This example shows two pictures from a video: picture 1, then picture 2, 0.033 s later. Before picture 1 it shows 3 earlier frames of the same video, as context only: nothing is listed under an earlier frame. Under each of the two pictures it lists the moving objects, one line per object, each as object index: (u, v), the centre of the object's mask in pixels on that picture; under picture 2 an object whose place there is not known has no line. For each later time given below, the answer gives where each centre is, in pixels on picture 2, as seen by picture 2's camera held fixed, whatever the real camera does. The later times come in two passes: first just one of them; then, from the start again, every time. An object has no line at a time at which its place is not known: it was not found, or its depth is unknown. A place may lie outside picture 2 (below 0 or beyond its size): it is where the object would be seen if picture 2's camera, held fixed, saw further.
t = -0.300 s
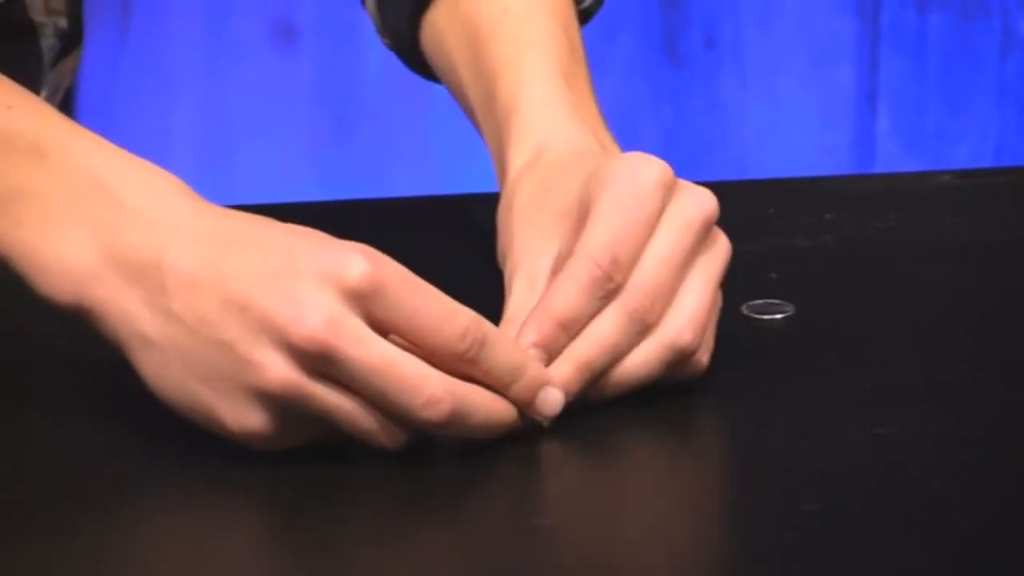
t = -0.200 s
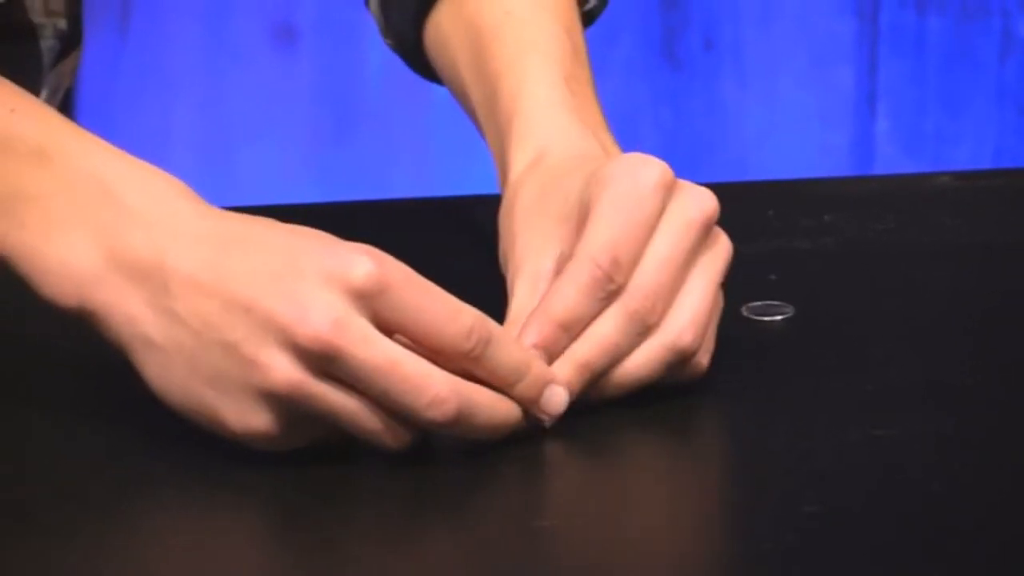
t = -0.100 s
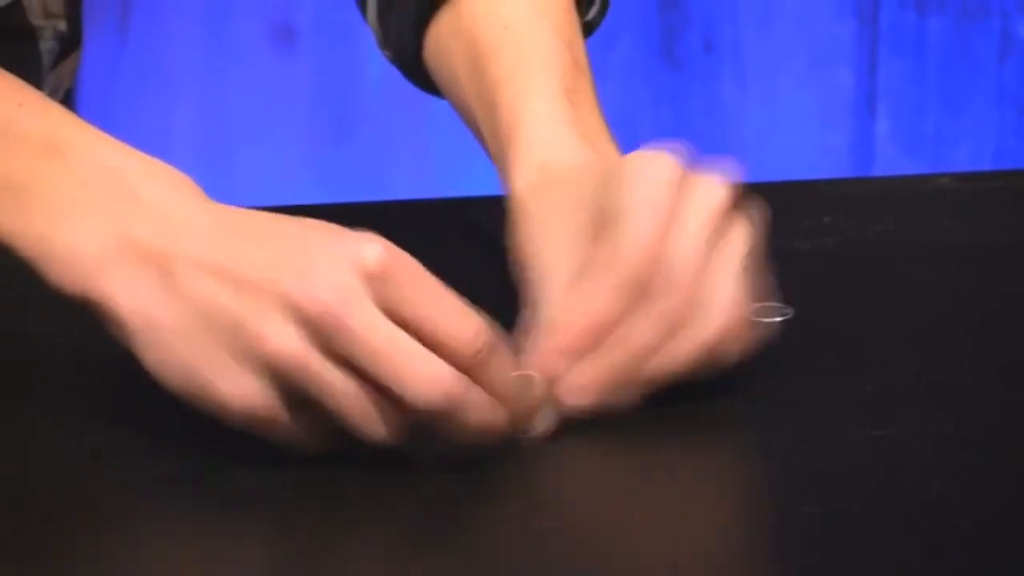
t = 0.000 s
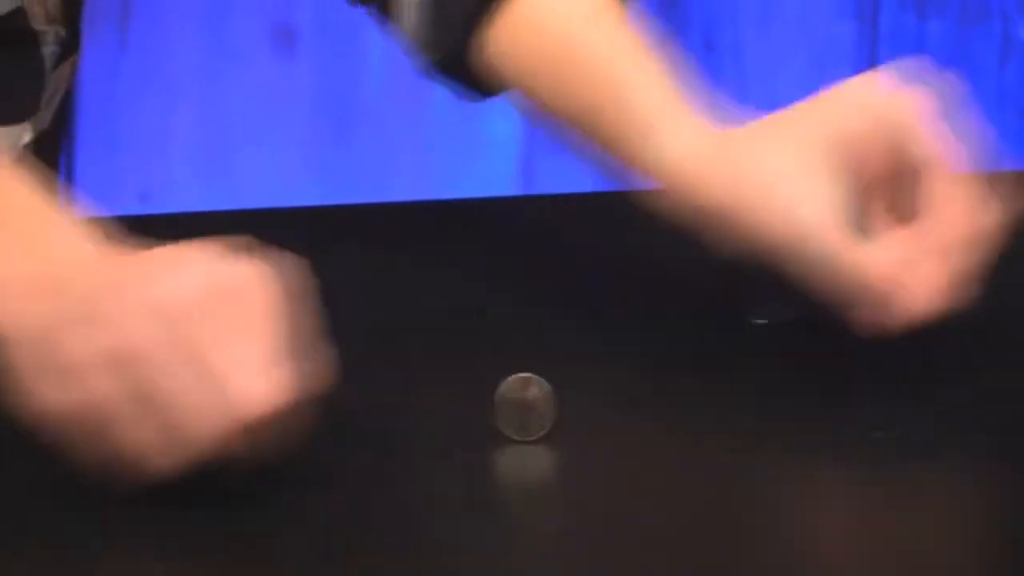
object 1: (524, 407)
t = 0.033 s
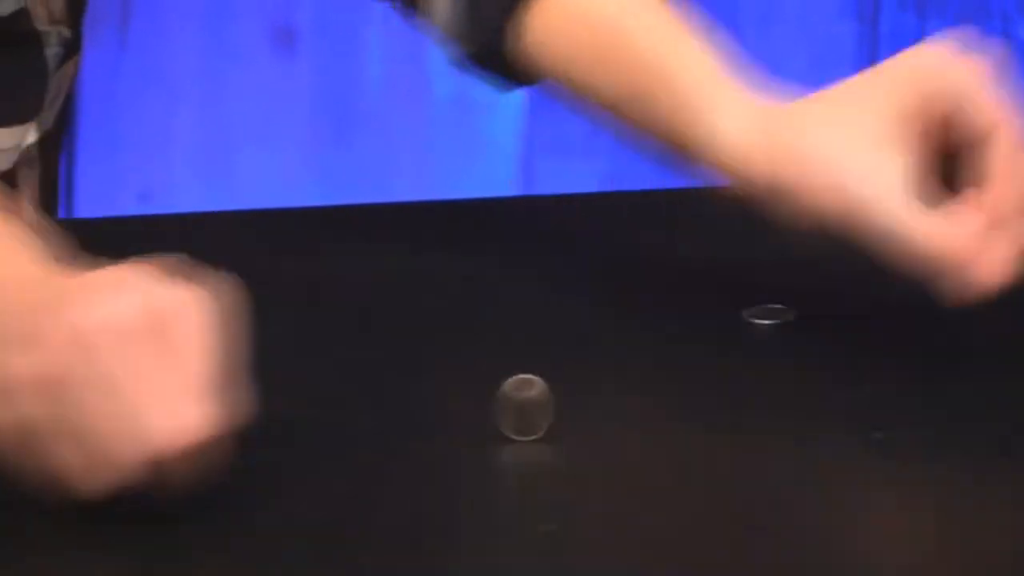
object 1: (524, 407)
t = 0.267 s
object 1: (478, 409)
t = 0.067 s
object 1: (521, 408)
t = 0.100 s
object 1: (516, 408)
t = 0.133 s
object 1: (511, 408)
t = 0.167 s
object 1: (506, 408)
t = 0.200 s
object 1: (500, 408)
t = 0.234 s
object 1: (493, 409)
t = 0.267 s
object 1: (478, 409)
